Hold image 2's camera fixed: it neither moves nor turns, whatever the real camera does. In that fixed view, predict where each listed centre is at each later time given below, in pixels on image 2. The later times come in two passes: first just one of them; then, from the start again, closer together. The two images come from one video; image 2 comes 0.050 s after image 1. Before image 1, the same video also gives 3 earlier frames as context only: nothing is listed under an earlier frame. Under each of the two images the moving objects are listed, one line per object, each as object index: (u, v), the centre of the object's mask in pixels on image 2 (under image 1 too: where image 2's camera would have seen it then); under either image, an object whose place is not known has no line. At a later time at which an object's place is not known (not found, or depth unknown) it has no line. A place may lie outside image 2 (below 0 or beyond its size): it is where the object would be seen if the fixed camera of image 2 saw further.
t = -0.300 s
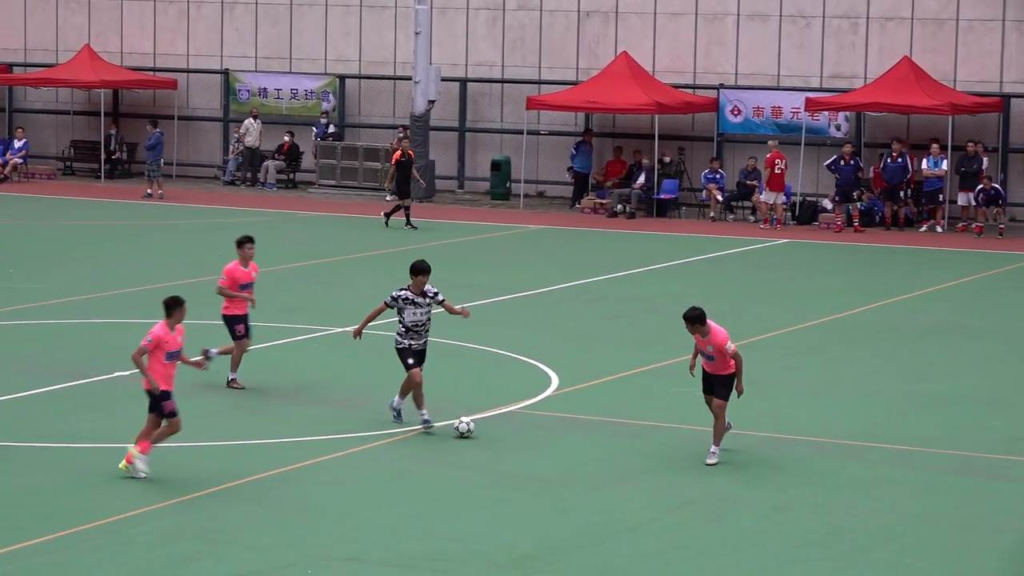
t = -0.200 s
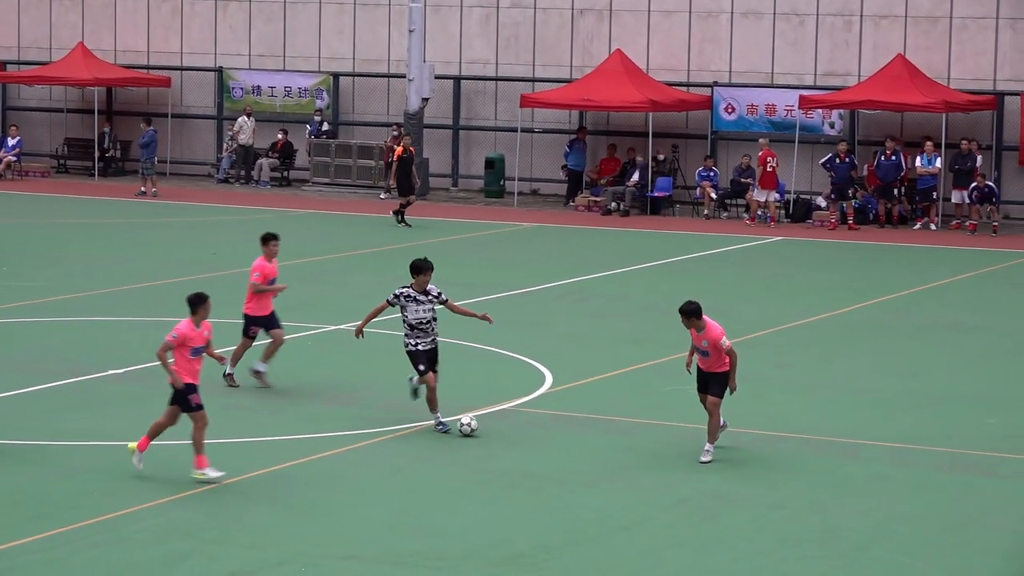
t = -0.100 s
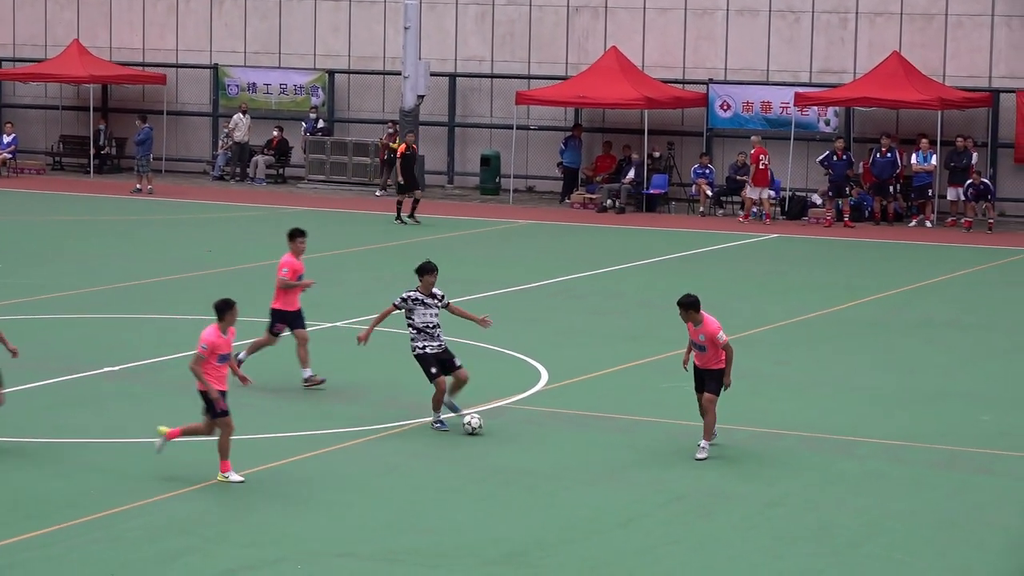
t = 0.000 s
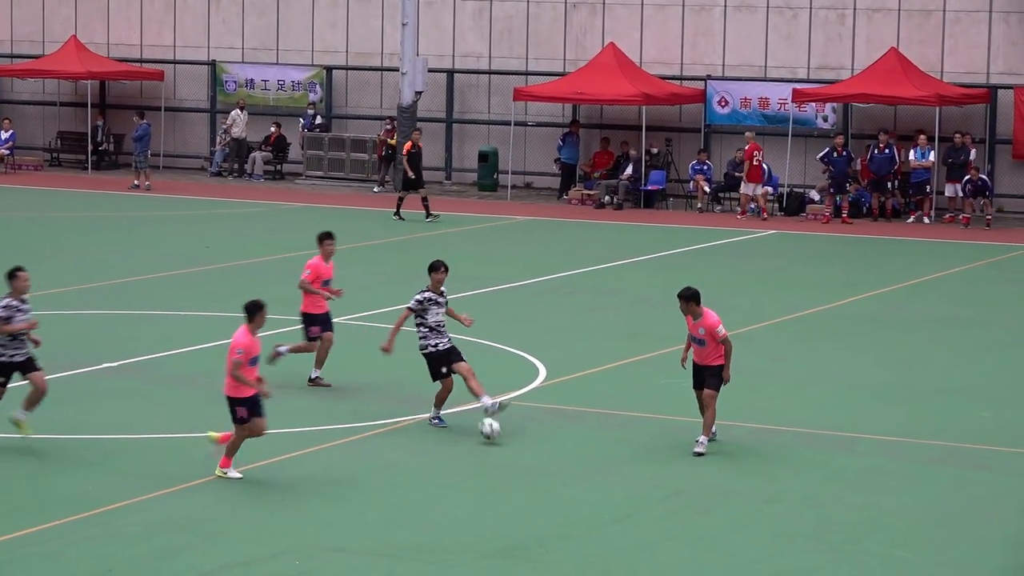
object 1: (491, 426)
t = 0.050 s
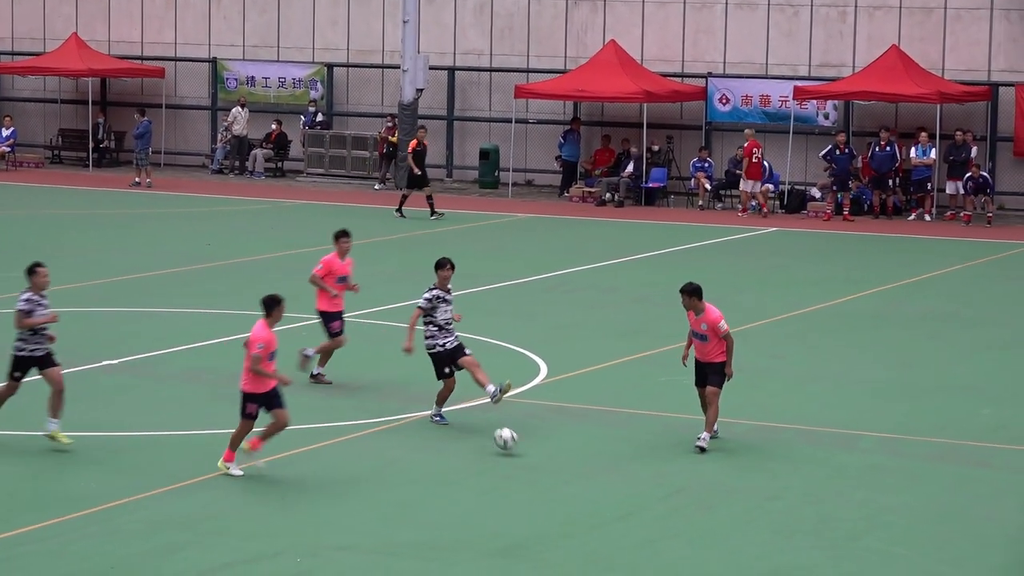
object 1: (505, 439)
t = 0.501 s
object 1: (630, 573)
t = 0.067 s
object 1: (511, 443)
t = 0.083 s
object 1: (515, 448)
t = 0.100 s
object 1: (520, 453)
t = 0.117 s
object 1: (525, 459)
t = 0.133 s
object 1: (530, 464)
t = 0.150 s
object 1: (535, 470)
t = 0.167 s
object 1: (539, 473)
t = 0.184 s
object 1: (543, 477)
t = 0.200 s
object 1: (547, 480)
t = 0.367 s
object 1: (591, 531)
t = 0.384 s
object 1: (596, 536)
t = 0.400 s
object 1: (600, 541)
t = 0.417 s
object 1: (605, 547)
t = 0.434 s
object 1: (611, 554)
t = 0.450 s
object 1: (616, 562)
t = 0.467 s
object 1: (621, 568)
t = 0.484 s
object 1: (625, 571)
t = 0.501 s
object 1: (630, 573)
